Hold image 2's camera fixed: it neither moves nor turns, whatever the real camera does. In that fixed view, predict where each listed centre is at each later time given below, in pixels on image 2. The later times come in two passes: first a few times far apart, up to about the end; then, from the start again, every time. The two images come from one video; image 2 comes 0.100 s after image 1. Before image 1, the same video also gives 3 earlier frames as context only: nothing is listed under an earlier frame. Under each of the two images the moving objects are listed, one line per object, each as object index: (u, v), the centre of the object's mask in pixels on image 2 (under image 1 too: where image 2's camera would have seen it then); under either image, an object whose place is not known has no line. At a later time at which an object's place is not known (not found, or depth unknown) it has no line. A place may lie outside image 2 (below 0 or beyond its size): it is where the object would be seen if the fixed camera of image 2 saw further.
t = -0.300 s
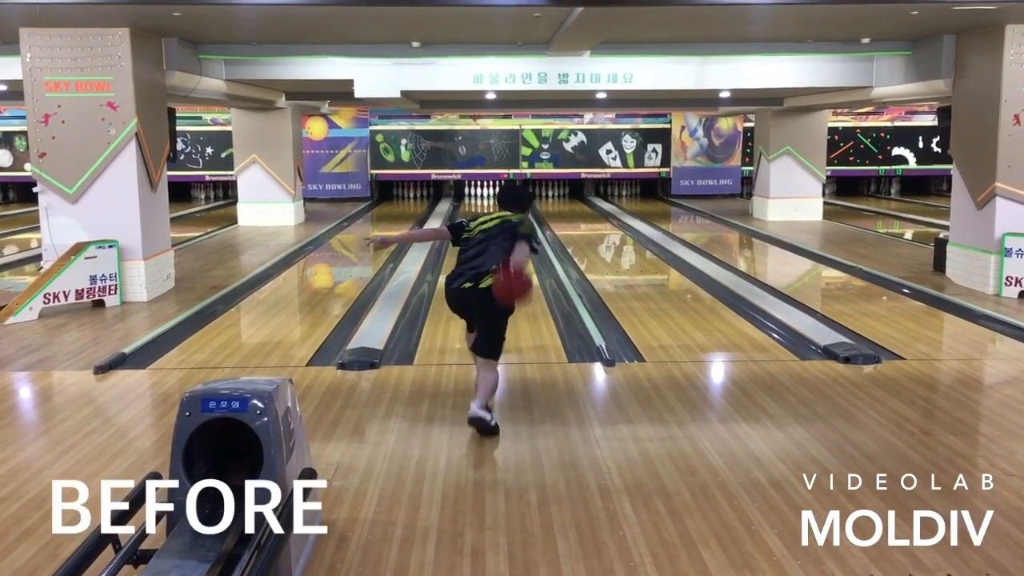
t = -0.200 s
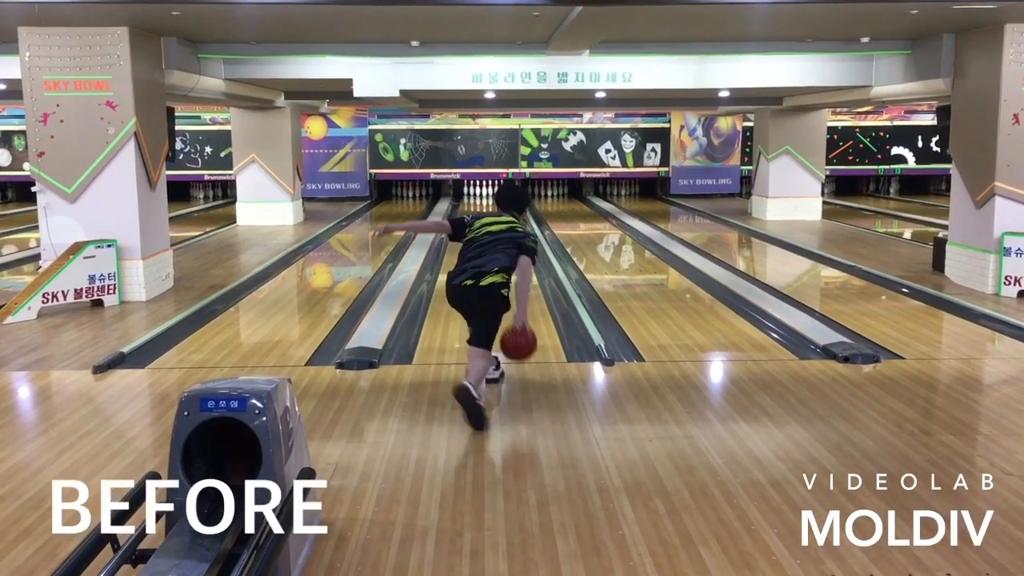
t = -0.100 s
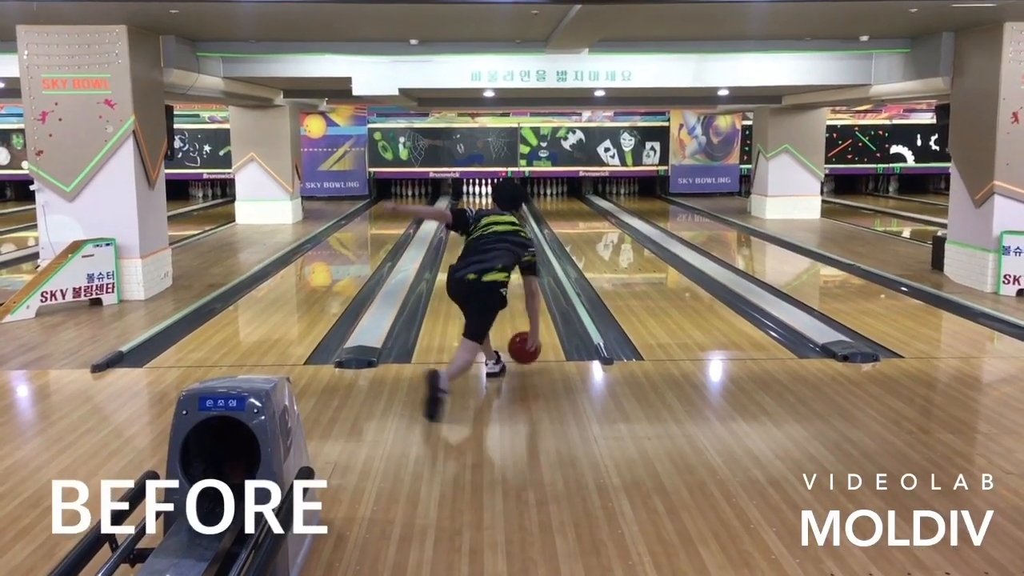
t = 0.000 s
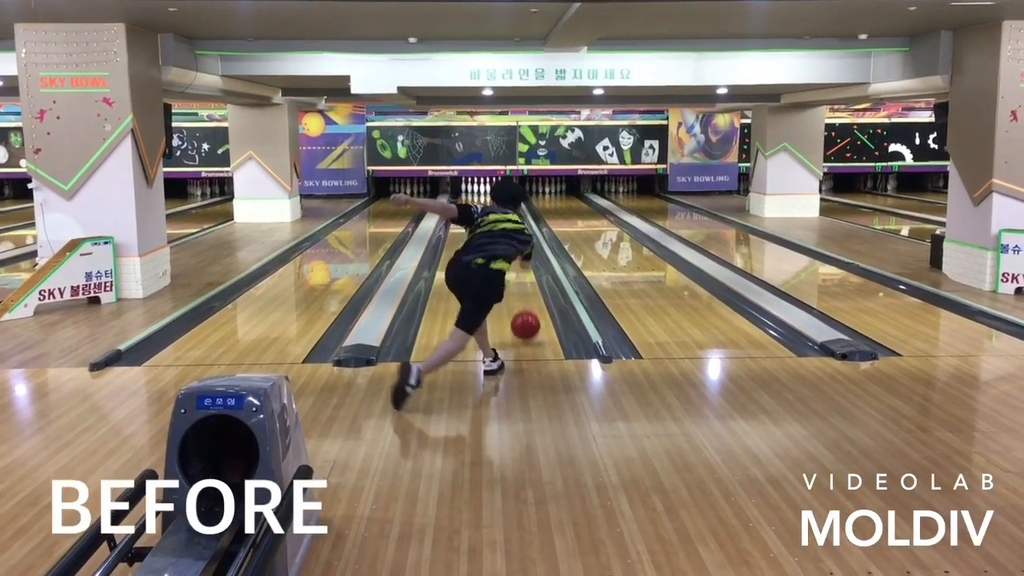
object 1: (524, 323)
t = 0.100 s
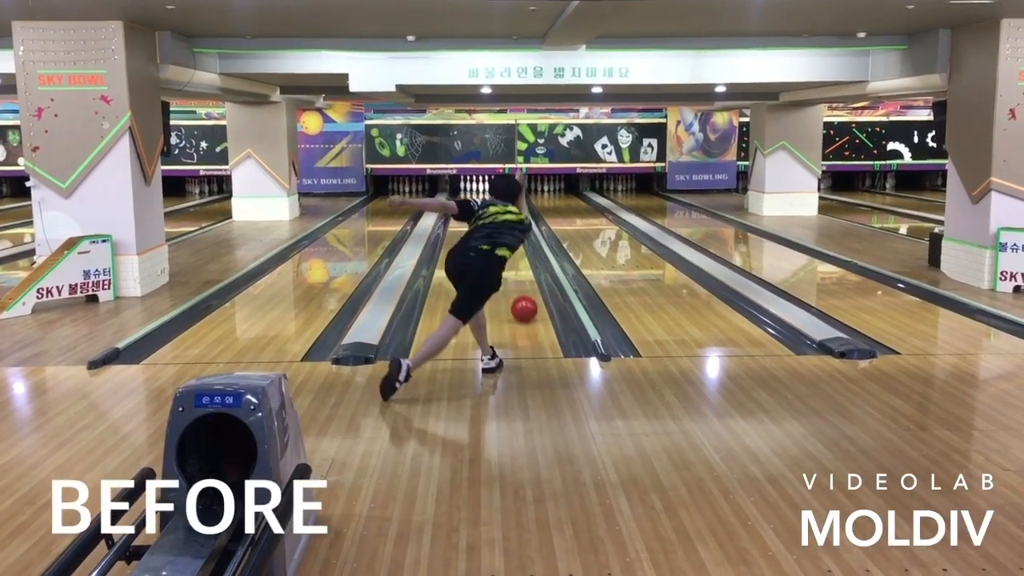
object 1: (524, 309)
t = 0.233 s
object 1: (524, 289)
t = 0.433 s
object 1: (524, 267)
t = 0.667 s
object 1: (522, 247)
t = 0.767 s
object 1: (523, 240)
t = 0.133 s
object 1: (524, 303)
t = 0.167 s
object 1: (524, 299)
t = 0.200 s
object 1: (524, 294)
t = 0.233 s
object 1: (524, 289)
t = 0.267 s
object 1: (524, 285)
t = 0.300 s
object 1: (524, 281)
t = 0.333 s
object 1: (524, 277)
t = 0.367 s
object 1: (524, 274)
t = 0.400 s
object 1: (524, 270)
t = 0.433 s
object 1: (524, 267)
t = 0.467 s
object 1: (524, 263)
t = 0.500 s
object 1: (523, 261)
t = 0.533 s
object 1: (523, 258)
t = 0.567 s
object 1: (523, 255)
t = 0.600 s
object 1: (523, 252)
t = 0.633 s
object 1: (522, 250)
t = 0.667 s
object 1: (522, 247)
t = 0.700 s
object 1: (522, 245)
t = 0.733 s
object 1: (522, 243)
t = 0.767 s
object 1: (523, 240)
